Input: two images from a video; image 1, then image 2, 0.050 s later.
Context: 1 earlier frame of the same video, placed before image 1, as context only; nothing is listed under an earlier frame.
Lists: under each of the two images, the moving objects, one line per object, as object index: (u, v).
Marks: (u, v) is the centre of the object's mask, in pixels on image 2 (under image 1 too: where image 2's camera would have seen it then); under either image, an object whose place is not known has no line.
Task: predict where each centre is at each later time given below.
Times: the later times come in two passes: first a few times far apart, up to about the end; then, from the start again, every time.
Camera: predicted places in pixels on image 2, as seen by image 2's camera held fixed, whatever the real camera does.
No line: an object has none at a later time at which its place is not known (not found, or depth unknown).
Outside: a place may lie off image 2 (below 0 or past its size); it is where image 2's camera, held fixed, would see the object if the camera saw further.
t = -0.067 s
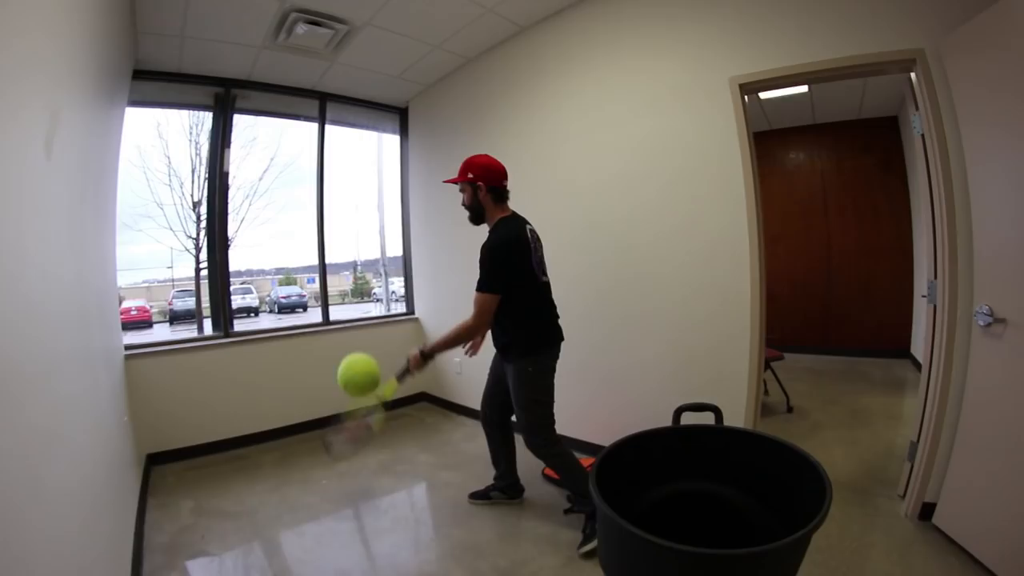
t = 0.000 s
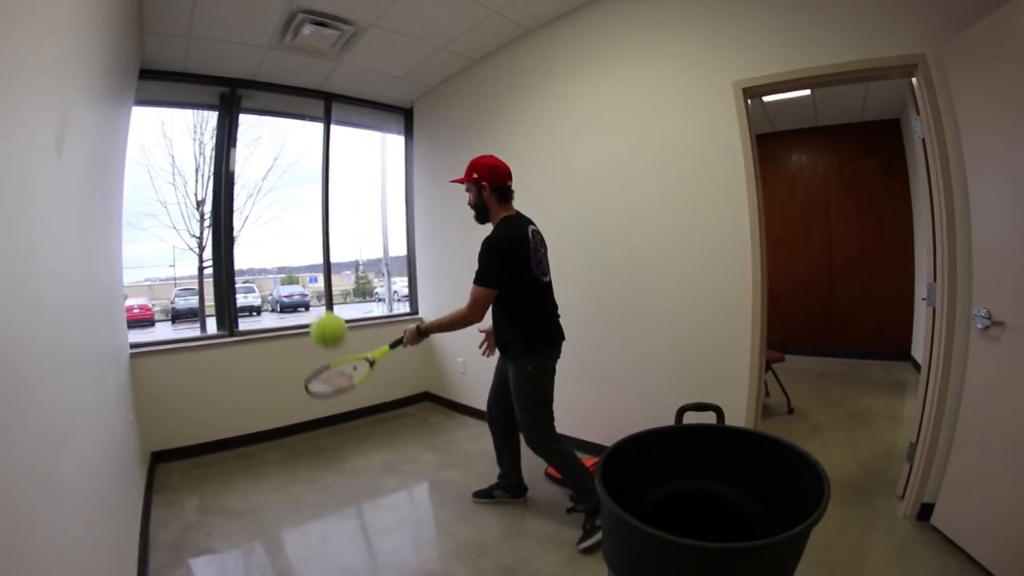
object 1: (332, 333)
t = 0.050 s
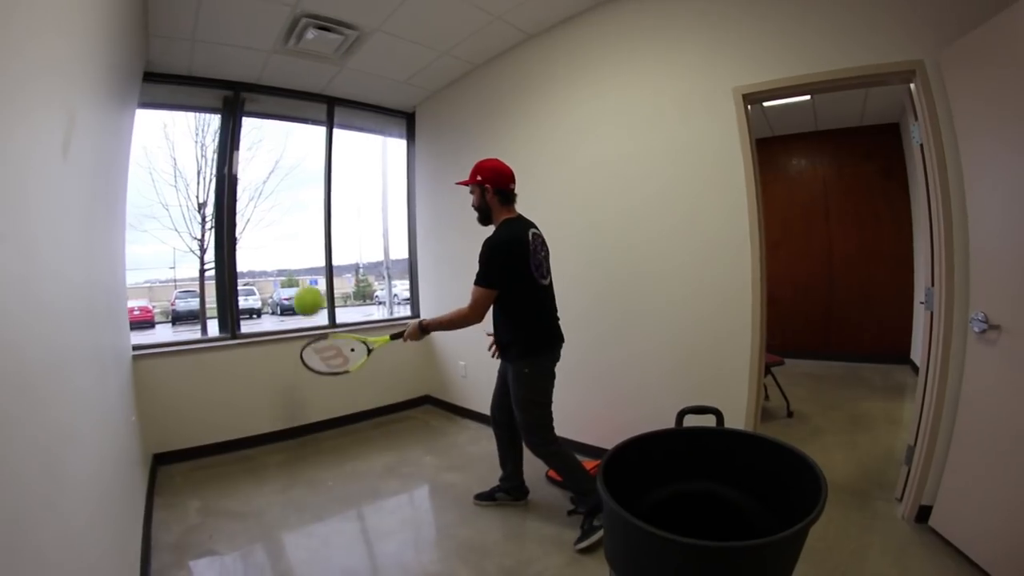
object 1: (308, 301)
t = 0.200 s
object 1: (271, 255)
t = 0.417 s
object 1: (299, 213)
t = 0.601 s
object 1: (338, 210)
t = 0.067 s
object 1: (302, 293)
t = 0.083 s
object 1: (296, 286)
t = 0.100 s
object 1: (292, 280)
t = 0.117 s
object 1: (287, 275)
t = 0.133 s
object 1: (282, 270)
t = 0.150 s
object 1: (278, 266)
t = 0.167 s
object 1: (274, 262)
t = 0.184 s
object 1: (270, 259)
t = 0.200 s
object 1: (271, 255)
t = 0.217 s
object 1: (273, 251)
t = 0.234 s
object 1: (275, 246)
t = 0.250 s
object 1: (276, 242)
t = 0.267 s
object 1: (278, 238)
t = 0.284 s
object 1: (281, 235)
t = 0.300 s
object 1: (283, 231)
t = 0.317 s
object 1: (285, 228)
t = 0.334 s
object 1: (287, 226)
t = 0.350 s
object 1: (290, 223)
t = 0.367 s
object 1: (292, 220)
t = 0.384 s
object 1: (294, 218)
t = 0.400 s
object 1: (297, 215)
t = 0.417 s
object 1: (299, 213)
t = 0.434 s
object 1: (302, 211)
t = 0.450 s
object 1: (305, 209)
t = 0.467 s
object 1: (309, 208)
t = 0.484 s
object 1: (312, 206)
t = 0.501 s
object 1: (315, 205)
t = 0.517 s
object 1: (318, 205)
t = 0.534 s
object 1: (322, 205)
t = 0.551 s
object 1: (326, 205)
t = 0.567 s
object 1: (330, 206)
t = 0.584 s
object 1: (334, 208)
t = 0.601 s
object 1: (338, 210)
